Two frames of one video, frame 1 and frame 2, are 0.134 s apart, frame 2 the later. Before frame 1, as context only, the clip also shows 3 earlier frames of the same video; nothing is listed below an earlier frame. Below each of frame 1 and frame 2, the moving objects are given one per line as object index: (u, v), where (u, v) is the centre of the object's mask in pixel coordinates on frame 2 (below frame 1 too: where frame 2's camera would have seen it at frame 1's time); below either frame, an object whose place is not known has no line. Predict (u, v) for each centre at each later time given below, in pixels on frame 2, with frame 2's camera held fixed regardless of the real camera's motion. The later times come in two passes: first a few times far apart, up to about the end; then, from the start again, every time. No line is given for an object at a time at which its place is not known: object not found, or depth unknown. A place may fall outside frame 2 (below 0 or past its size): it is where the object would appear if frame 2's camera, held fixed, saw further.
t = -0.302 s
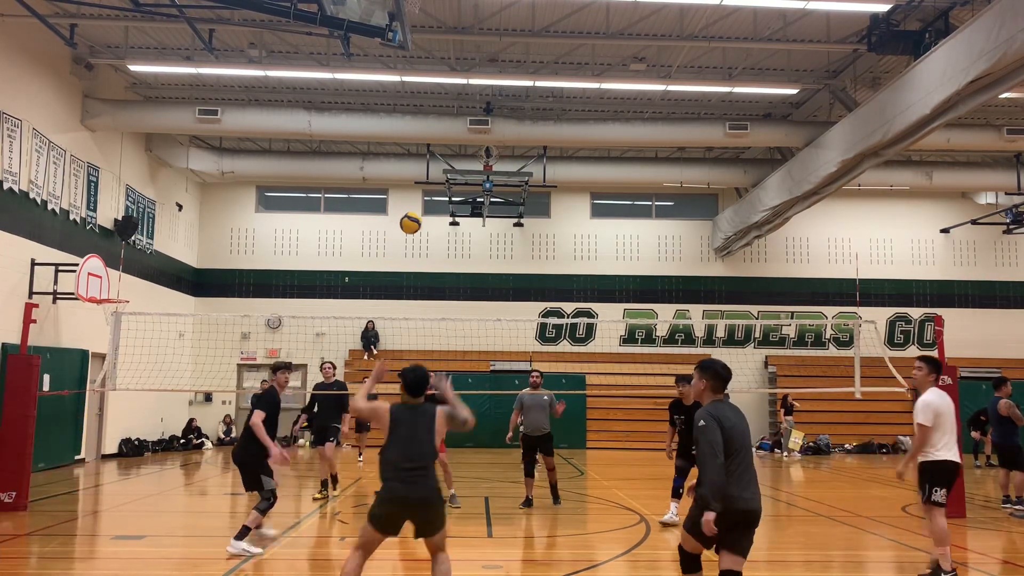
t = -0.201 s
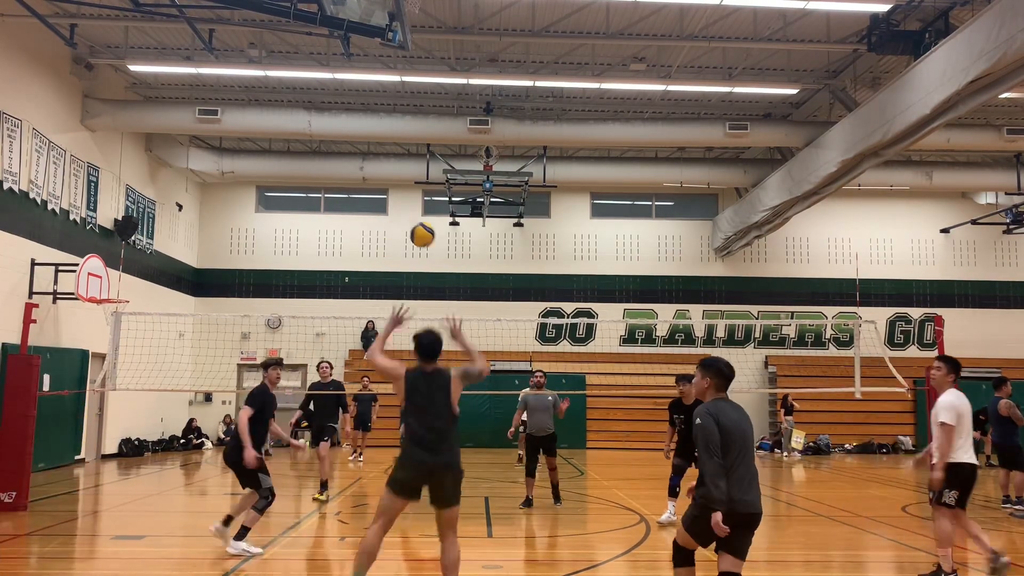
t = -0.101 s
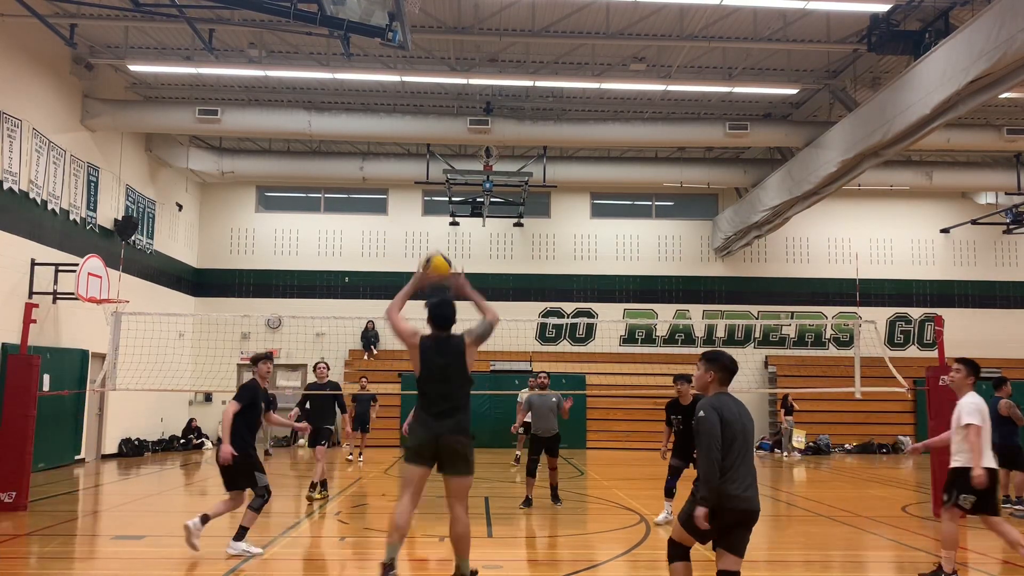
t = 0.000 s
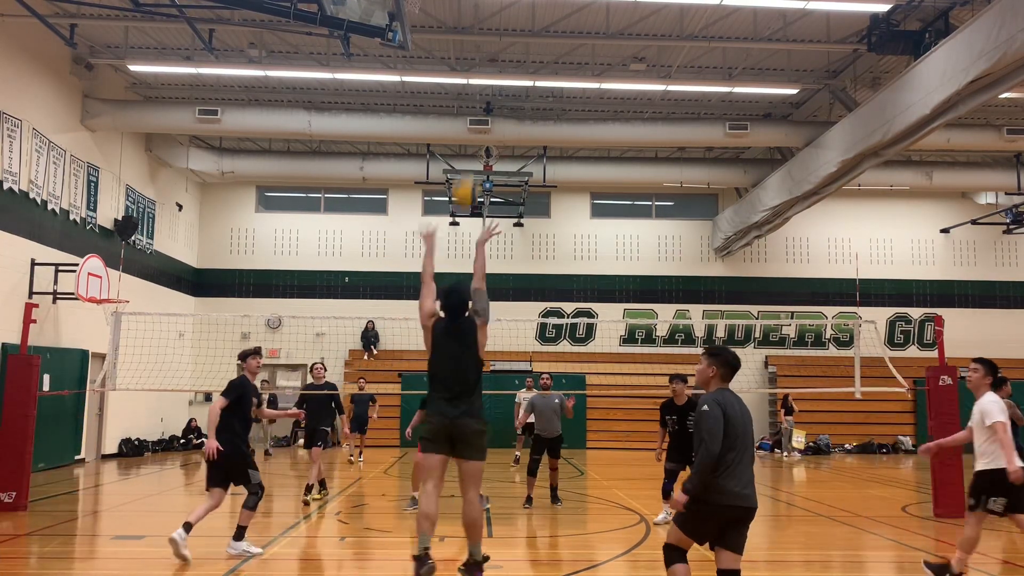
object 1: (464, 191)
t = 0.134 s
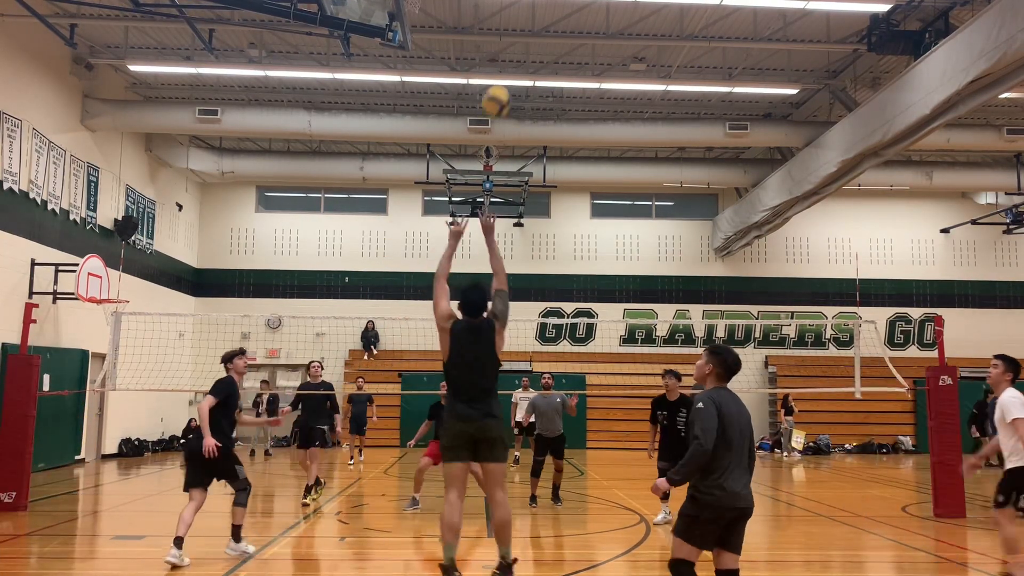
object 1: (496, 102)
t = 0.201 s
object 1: (510, 69)
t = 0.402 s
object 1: (544, 19)
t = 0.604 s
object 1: (573, 16)
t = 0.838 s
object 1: (599, 59)
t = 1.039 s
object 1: (620, 133)
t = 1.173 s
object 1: (630, 194)
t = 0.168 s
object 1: (503, 86)
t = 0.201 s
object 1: (510, 69)
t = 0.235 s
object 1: (515, 58)
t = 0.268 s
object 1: (522, 47)
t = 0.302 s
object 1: (528, 38)
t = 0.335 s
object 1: (533, 30)
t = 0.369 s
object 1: (539, 24)
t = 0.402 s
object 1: (544, 19)
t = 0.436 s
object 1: (550, 16)
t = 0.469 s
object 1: (554, 14)
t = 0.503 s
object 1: (559, 13)
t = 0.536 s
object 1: (564, 13)
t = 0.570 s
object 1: (568, 15)
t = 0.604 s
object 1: (573, 16)
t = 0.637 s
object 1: (577, 20)
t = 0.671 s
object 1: (581, 23)
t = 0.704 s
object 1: (585, 29)
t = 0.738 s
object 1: (589, 36)
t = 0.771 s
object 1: (593, 43)
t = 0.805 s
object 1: (596, 51)
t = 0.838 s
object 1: (599, 59)
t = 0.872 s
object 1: (603, 69)
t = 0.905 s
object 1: (606, 81)
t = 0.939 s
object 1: (609, 96)
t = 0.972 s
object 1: (613, 106)
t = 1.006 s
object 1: (616, 118)
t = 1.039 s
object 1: (620, 133)
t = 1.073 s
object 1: (622, 148)
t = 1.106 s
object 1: (625, 162)
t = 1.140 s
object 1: (628, 179)
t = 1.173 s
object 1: (630, 194)
